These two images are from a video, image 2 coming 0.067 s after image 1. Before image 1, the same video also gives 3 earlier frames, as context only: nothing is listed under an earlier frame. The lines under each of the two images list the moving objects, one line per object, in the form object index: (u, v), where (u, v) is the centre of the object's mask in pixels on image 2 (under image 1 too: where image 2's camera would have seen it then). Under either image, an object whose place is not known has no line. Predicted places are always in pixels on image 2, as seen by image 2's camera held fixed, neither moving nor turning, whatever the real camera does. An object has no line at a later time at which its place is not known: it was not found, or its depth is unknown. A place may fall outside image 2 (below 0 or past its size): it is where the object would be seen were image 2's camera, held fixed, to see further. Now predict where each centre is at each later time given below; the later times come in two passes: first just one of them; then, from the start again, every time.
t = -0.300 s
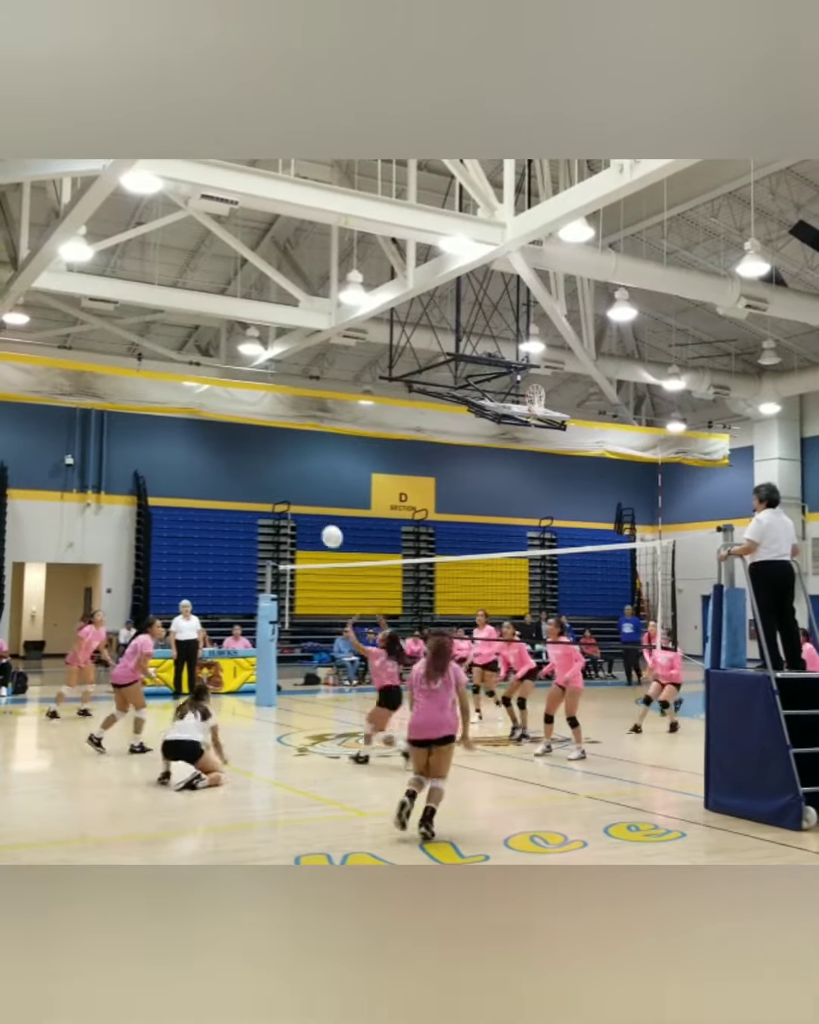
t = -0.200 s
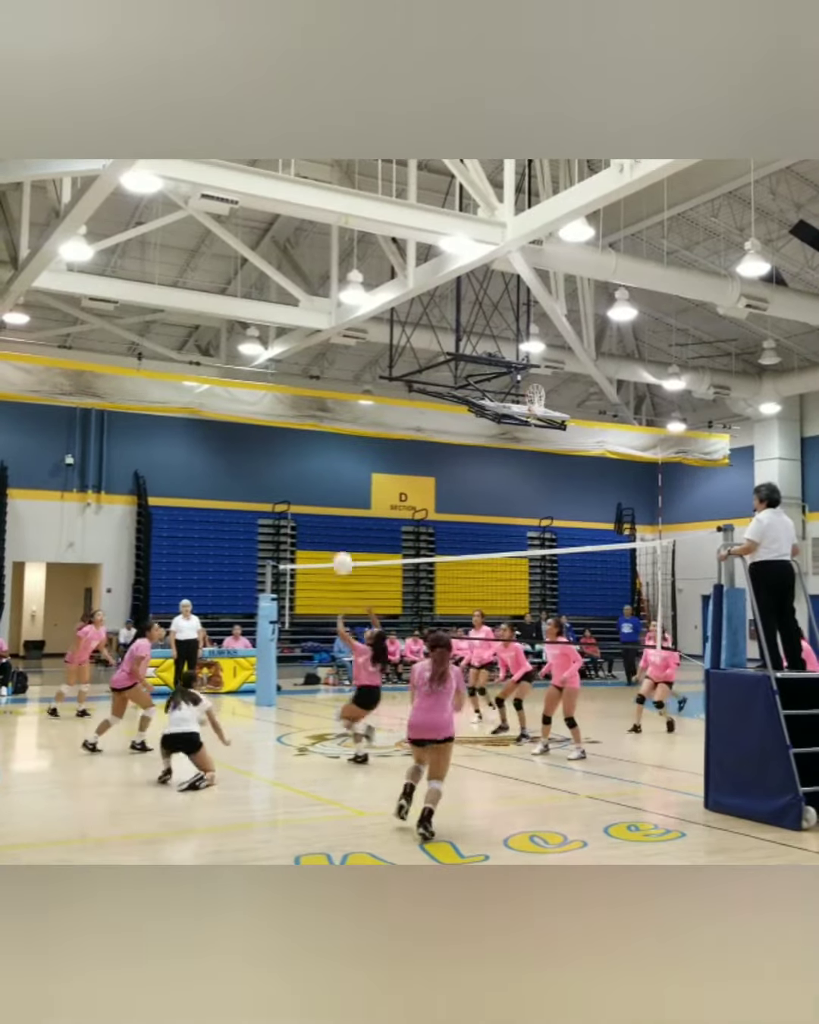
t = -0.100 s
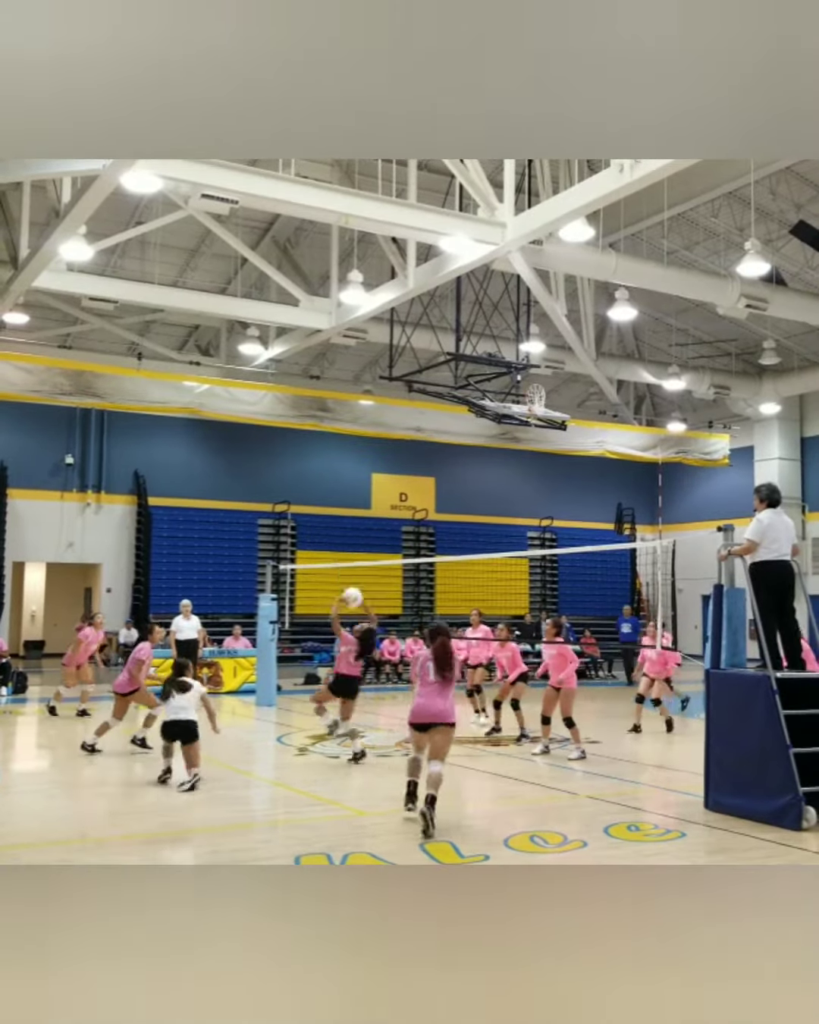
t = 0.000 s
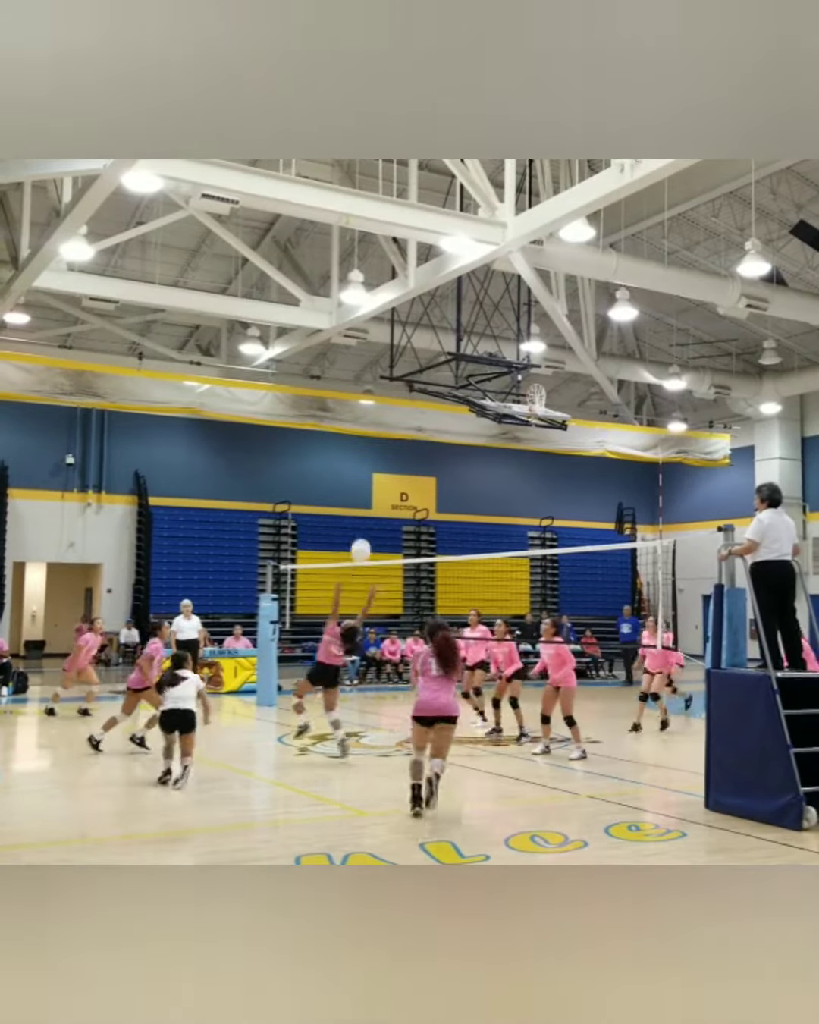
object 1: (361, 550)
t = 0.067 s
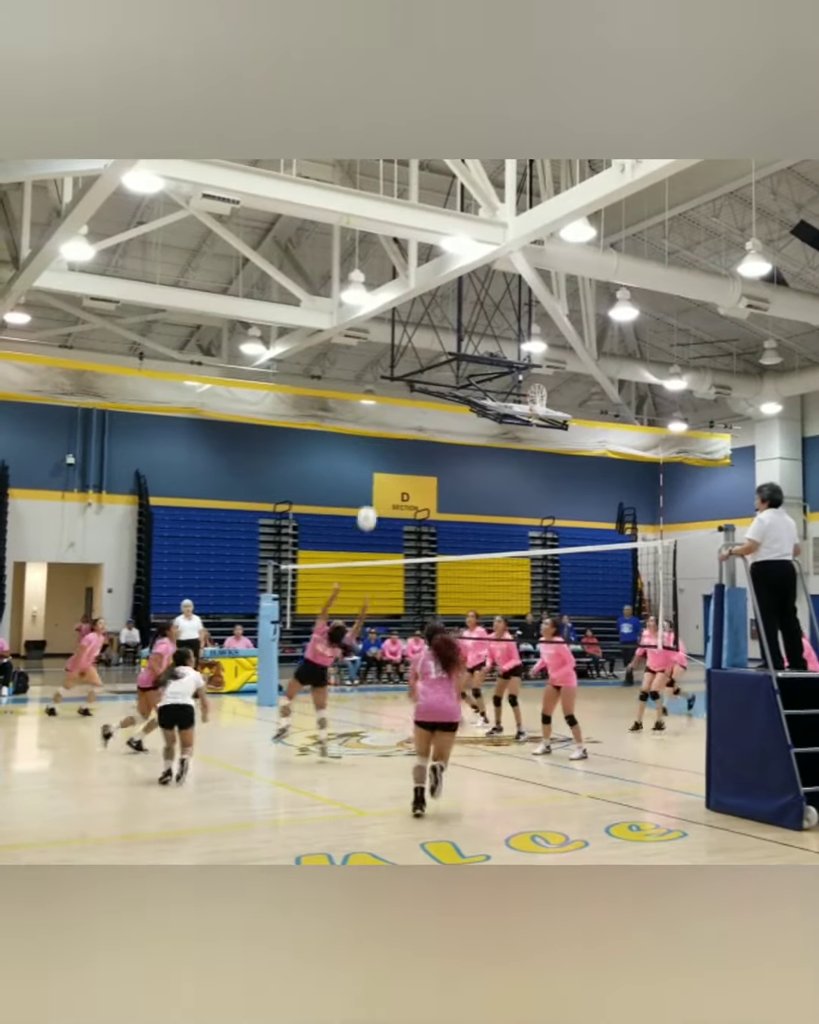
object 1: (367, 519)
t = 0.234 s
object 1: (380, 454)
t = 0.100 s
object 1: (369, 503)
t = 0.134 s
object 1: (372, 489)
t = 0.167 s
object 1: (375, 476)
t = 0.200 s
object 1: (377, 464)
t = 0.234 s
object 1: (380, 454)
